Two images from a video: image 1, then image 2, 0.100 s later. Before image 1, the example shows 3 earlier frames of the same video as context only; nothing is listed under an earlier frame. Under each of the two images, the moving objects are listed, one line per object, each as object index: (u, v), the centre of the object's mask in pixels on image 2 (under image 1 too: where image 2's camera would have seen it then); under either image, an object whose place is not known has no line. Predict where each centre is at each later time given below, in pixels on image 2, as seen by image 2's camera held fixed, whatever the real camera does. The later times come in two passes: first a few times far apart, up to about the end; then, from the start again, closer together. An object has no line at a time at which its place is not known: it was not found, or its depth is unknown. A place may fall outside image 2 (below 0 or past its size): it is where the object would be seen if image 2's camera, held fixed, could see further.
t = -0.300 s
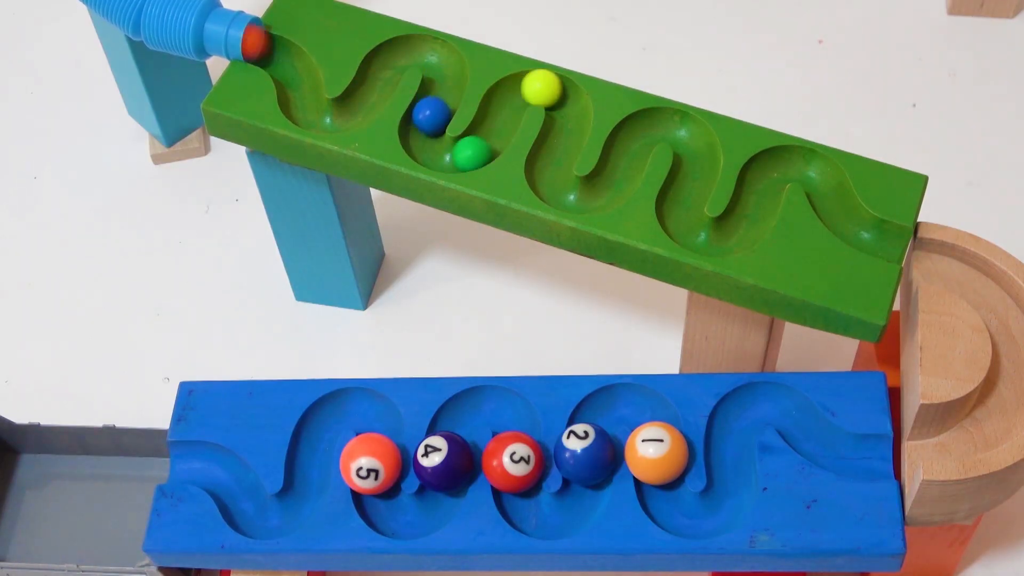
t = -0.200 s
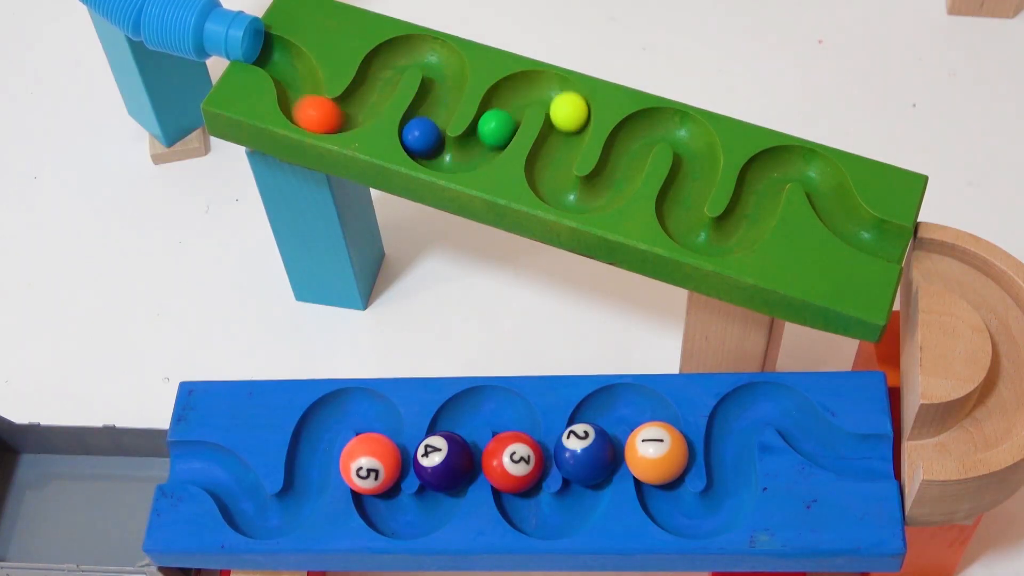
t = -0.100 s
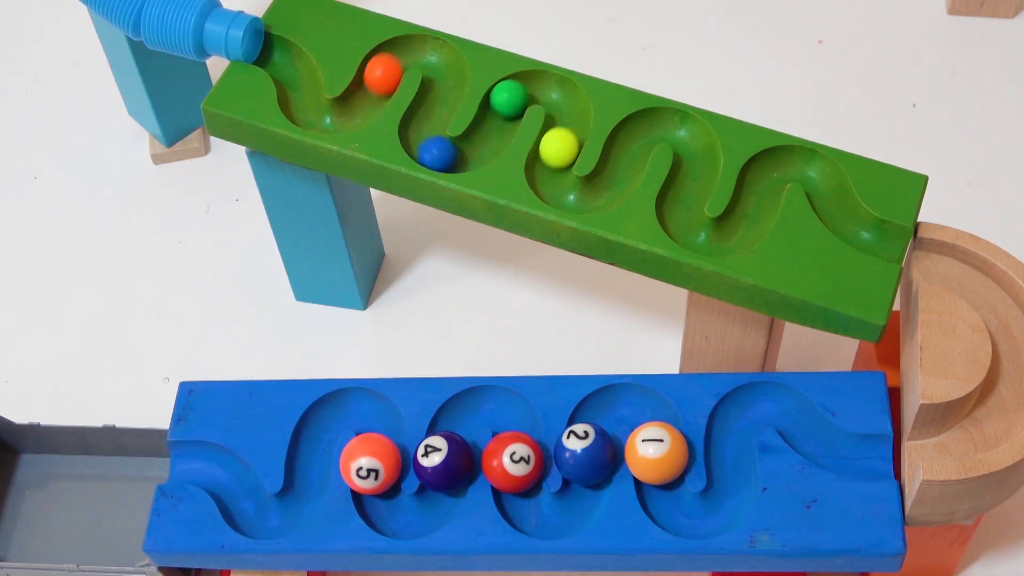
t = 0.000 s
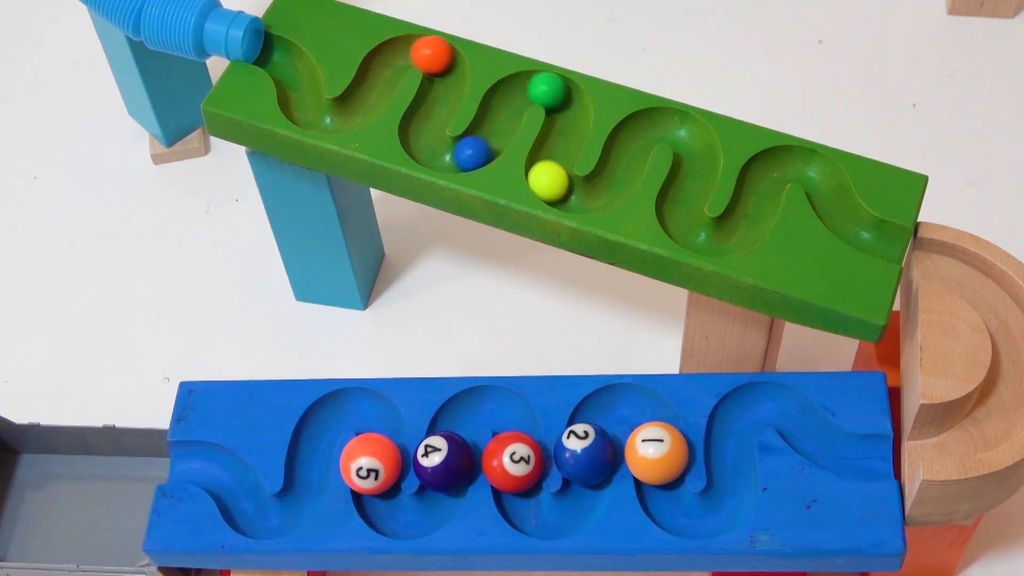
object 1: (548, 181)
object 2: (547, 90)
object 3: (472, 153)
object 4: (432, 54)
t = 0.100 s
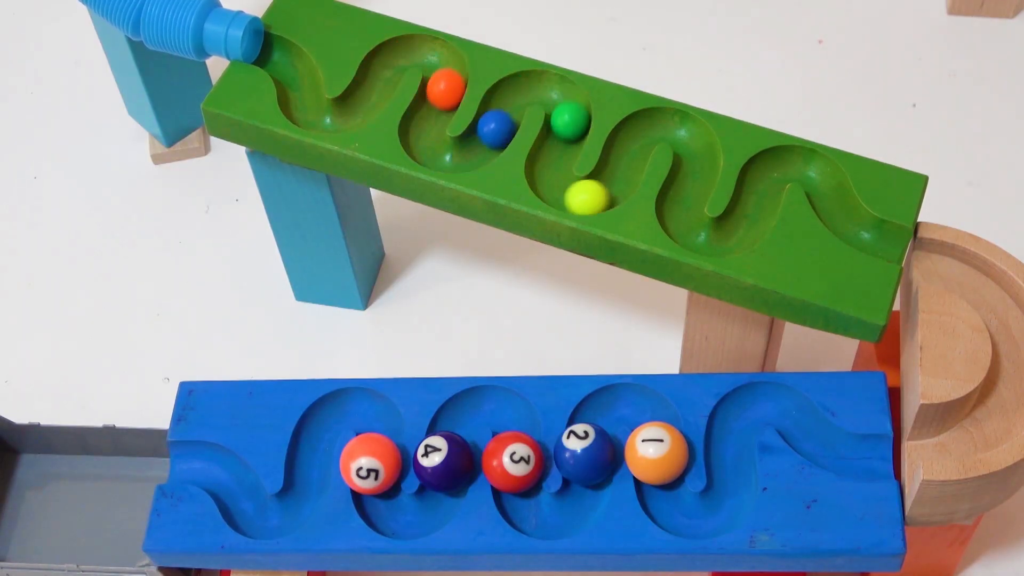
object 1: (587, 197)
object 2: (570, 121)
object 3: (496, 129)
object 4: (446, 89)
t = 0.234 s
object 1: (625, 158)
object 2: (547, 172)
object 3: (518, 93)
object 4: (419, 134)
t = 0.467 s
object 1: (697, 154)
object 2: (623, 167)
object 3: (562, 144)
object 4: (492, 135)
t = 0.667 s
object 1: (690, 231)
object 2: (688, 135)
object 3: (587, 198)
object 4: (543, 89)
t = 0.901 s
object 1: (761, 184)
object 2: (685, 226)
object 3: (651, 127)
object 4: (547, 171)
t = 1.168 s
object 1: (842, 217)
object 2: (761, 181)
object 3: (678, 212)
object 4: (626, 154)
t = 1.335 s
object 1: (939, 262)
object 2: (824, 179)
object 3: (738, 234)
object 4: (687, 135)
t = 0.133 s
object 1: (602, 193)
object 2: (565, 134)
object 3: (501, 119)
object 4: (438, 101)
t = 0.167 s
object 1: (614, 183)
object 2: (560, 147)
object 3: (504, 109)
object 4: (433, 112)
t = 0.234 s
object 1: (625, 158)
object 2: (547, 172)
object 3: (518, 93)
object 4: (419, 134)
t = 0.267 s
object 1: (630, 145)
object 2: (550, 182)
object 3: (532, 88)
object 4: (424, 143)
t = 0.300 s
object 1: (637, 135)
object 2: (560, 192)
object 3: (547, 90)
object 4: (434, 151)
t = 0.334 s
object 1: (650, 128)
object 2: (574, 197)
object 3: (560, 96)
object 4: (445, 156)
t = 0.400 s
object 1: (680, 131)
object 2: (606, 191)
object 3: (569, 119)
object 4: (473, 153)
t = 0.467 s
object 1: (697, 154)
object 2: (623, 167)
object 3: (562, 144)
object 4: (492, 135)
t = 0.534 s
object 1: (692, 182)
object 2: (631, 141)
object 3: (548, 169)
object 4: (502, 113)
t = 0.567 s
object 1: (686, 196)
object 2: (641, 132)
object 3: (549, 181)
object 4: (506, 102)
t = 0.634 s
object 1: (679, 219)
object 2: (673, 127)
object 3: (571, 196)
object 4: (528, 89)
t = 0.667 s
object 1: (690, 231)
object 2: (688, 135)
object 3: (587, 198)
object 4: (543, 89)
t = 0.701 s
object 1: (704, 238)
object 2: (696, 148)
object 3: (603, 193)
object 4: (558, 94)
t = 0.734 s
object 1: (720, 239)
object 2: (698, 162)
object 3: (615, 183)
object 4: (568, 105)
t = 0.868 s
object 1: (758, 198)
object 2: (677, 215)
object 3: (638, 134)
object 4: (554, 157)
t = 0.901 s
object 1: (761, 184)
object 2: (685, 226)
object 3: (651, 127)
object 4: (547, 171)
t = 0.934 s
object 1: (766, 173)
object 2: (699, 235)
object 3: (668, 126)
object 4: (549, 181)
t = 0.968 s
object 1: (779, 168)
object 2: (713, 240)
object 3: (684, 132)
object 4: (561, 191)
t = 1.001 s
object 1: (794, 164)
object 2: (729, 237)
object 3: (695, 143)
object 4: (575, 197)
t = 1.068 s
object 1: (823, 177)
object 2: (749, 219)
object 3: (697, 172)
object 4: (607, 191)
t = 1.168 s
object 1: (842, 217)
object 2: (761, 181)
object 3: (678, 212)
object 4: (626, 154)
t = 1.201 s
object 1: (856, 229)
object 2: (768, 172)
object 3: (681, 222)
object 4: (631, 141)
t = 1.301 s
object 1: (915, 253)
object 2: (810, 169)
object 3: (722, 239)
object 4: (672, 127)
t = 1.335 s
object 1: (939, 262)
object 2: (824, 179)
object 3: (738, 234)
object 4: (687, 135)
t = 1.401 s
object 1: (988, 283)
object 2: (832, 205)
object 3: (753, 213)
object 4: (698, 160)
